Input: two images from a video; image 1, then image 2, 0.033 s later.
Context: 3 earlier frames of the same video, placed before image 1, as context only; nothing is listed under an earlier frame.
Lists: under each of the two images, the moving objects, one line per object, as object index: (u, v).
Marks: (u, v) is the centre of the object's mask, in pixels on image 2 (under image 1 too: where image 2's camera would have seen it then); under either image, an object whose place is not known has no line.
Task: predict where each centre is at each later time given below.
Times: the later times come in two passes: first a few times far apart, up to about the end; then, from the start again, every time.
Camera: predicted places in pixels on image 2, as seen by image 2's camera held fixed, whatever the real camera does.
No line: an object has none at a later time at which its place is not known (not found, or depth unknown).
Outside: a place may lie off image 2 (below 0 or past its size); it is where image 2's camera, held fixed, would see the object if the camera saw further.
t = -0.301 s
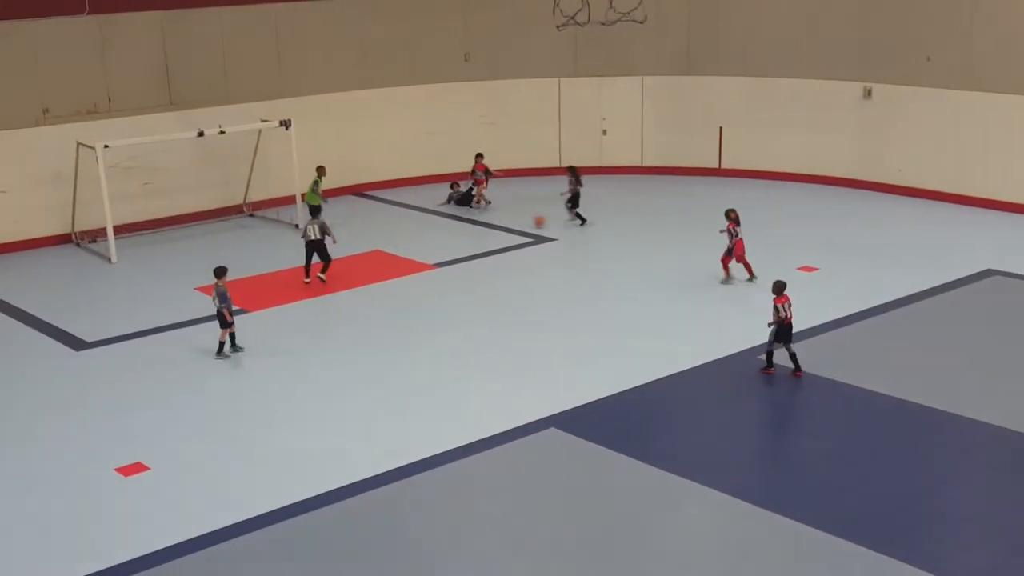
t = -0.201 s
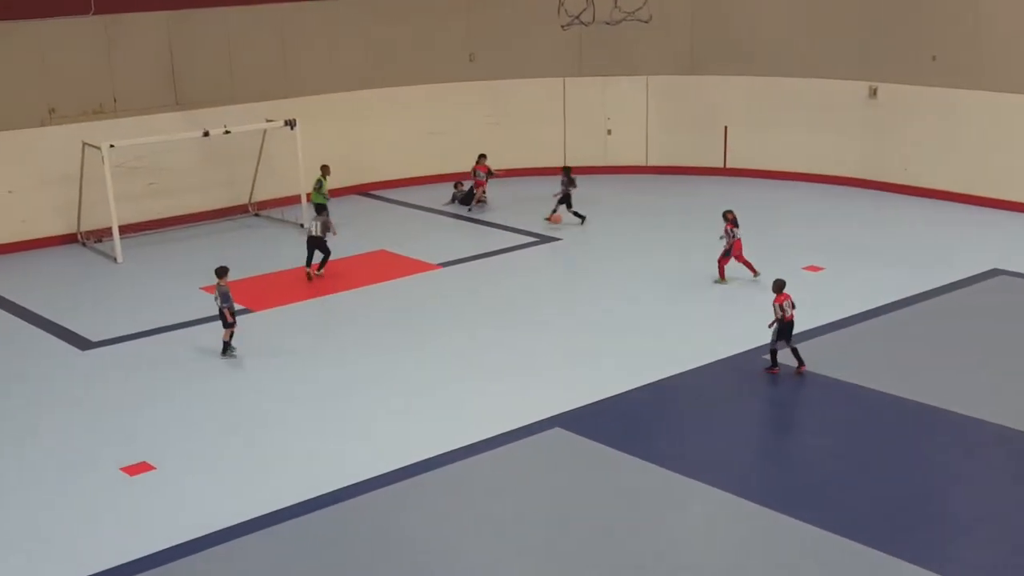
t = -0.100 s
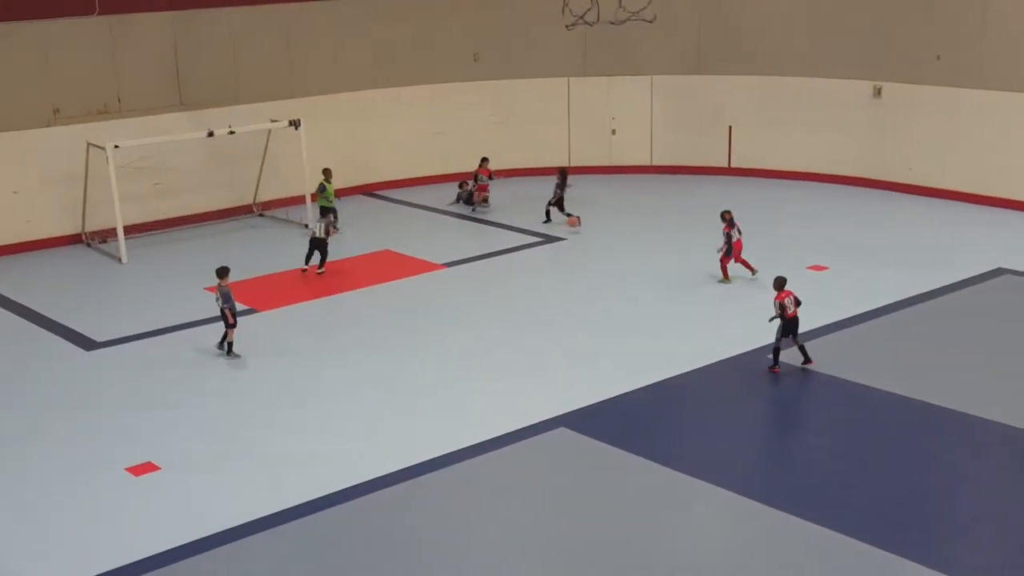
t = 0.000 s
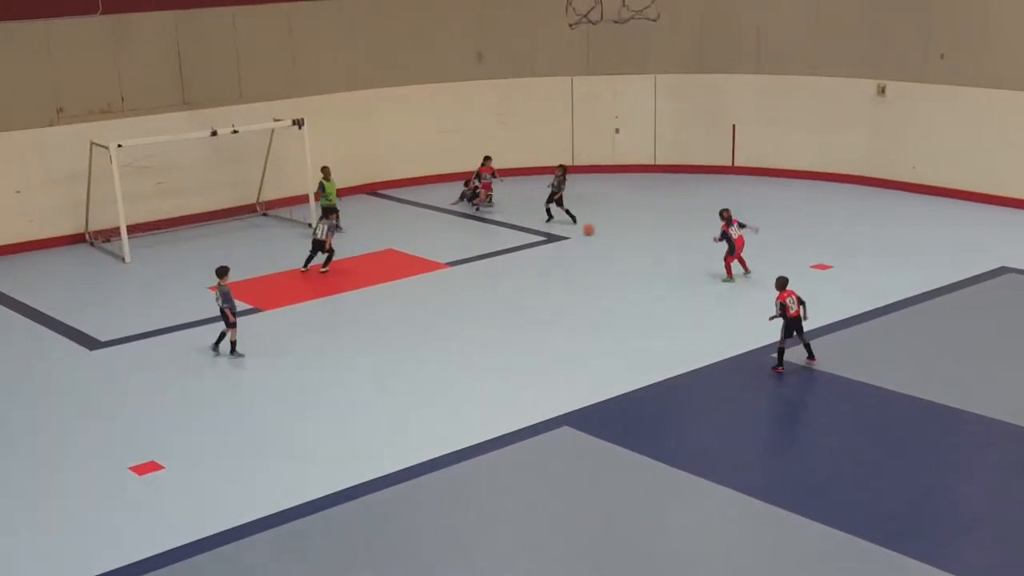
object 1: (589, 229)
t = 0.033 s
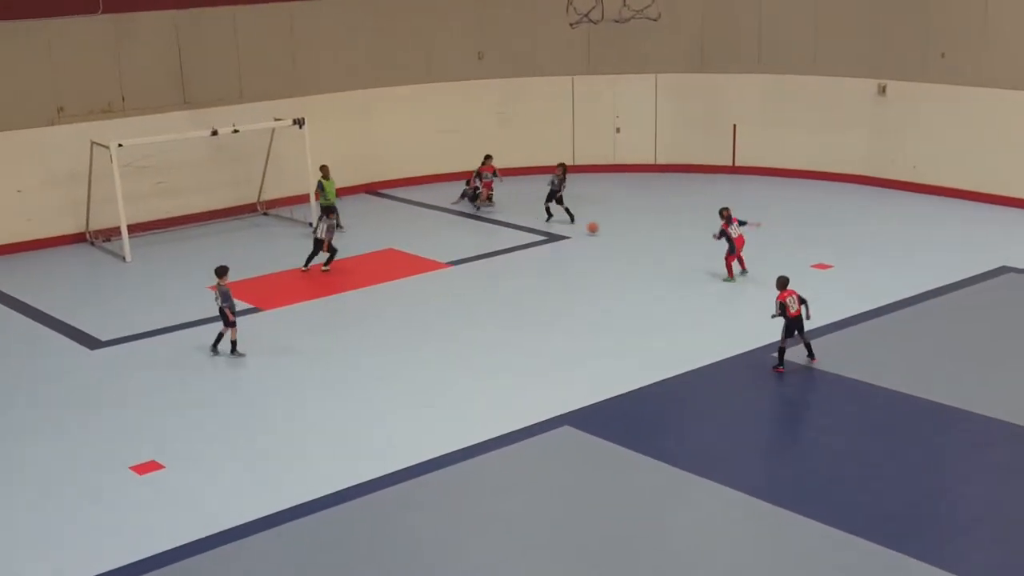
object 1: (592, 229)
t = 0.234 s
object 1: (614, 233)
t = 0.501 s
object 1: (643, 240)
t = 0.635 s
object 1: (660, 243)
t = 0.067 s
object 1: (596, 229)
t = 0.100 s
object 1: (600, 229)
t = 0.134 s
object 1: (603, 229)
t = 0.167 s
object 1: (607, 230)
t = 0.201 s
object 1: (611, 232)
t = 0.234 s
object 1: (614, 233)
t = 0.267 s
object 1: (618, 235)
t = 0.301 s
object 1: (622, 235)
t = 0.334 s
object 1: (626, 235)
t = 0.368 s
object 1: (629, 236)
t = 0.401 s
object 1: (633, 237)
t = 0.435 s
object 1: (637, 239)
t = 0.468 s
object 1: (640, 240)
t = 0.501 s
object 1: (643, 240)
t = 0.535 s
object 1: (649, 240)
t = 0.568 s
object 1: (652, 240)
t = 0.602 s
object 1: (656, 242)
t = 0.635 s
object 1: (660, 243)
